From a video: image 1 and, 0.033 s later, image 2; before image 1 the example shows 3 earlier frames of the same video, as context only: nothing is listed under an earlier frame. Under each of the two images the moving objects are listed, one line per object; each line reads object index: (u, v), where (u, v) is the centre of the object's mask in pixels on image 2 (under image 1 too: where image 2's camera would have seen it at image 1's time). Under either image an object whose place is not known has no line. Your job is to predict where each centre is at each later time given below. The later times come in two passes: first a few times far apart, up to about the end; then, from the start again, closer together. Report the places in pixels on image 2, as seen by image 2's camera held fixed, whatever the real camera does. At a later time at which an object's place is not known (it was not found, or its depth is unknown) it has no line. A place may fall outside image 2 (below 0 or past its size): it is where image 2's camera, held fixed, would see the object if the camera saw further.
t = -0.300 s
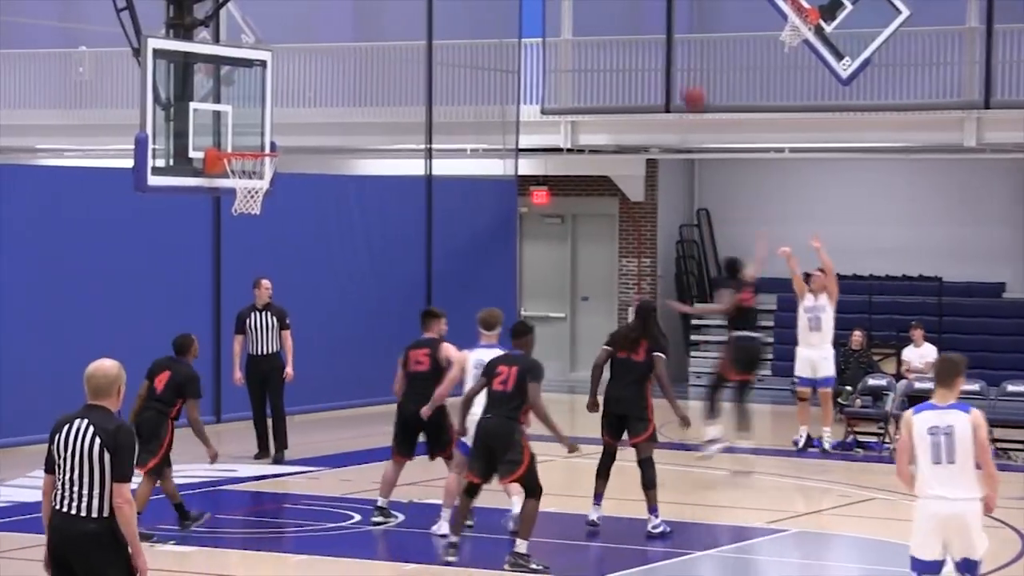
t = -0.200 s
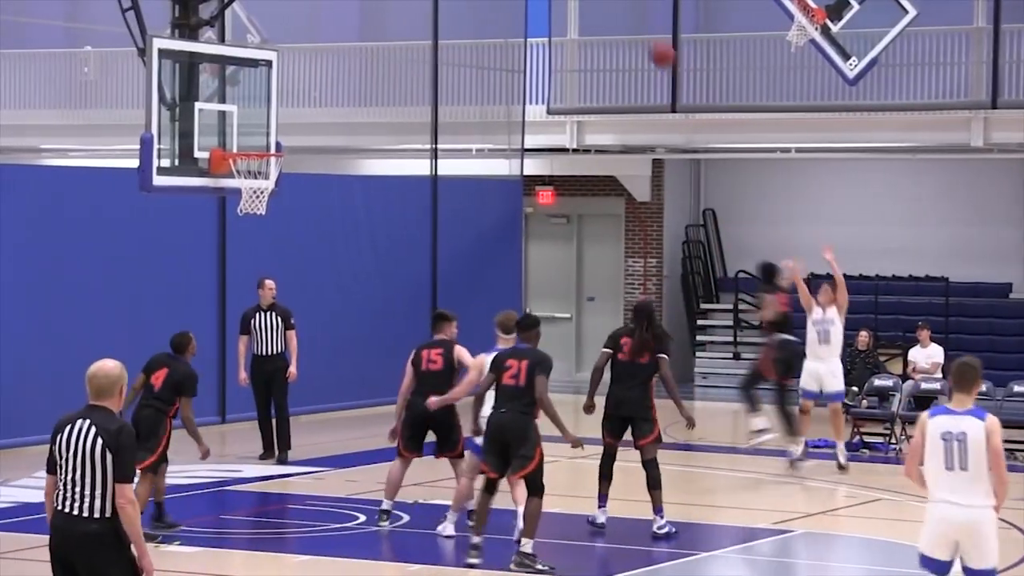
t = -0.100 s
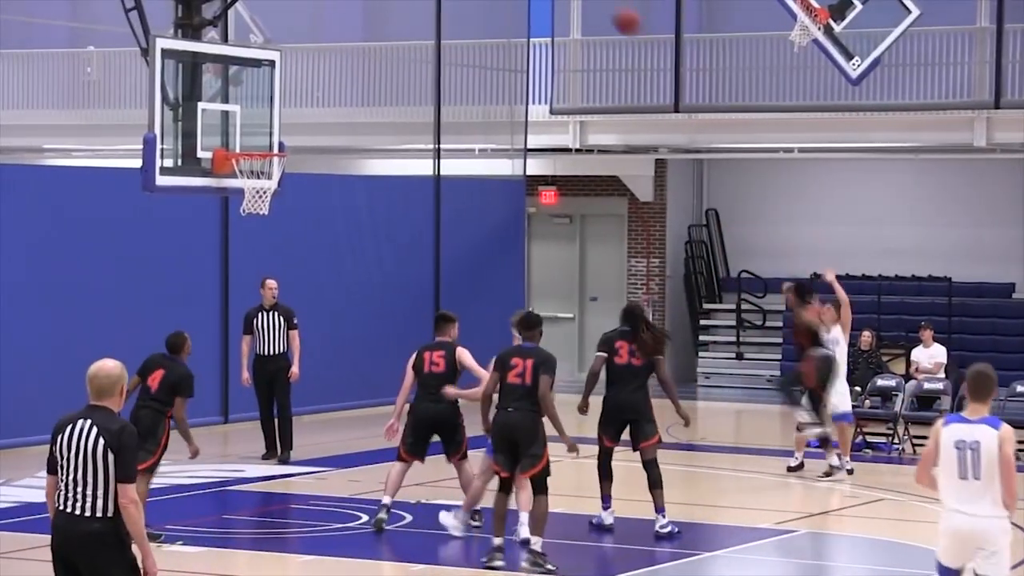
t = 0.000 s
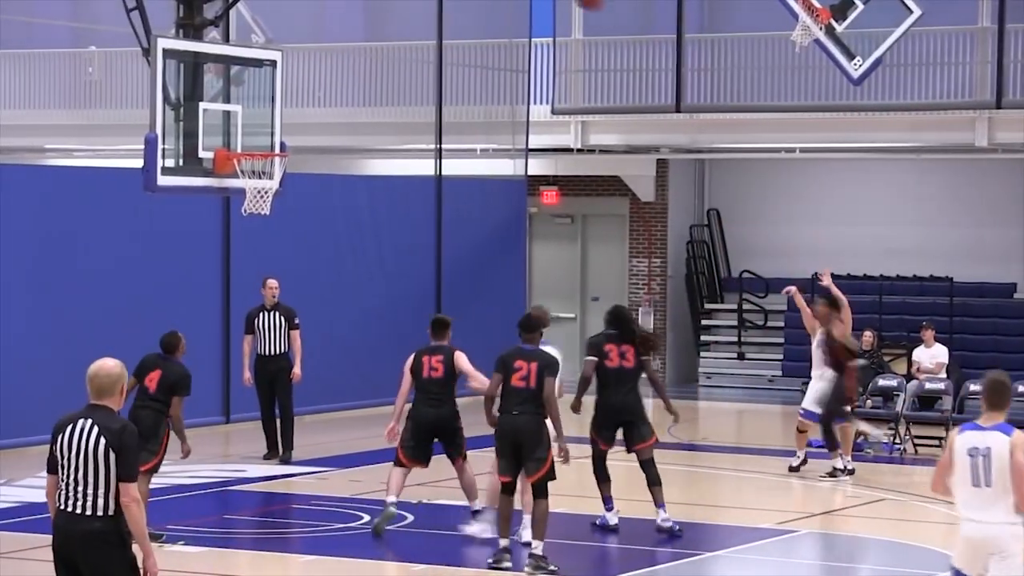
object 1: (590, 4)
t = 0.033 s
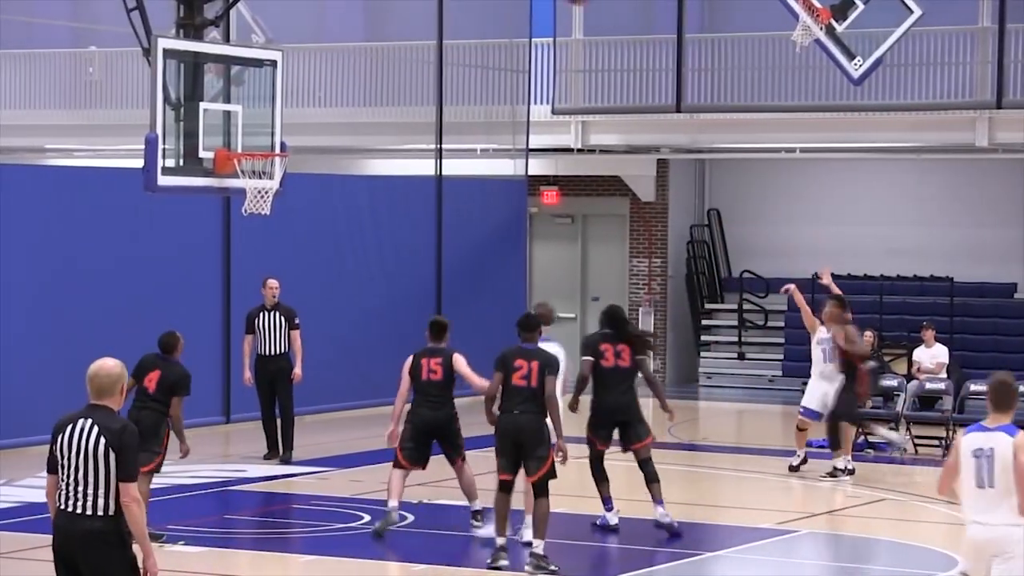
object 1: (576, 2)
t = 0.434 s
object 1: (407, 16)
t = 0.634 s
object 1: (317, 99)
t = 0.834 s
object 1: (242, 134)
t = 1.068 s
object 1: (220, 86)
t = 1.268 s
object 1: (243, 96)
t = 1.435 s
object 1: (262, 140)
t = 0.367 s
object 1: (436, 6)
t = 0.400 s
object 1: (421, 10)
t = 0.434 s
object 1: (407, 16)
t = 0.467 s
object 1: (393, 26)
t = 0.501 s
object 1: (379, 37)
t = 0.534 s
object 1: (364, 51)
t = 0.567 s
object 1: (347, 66)
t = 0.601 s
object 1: (334, 81)
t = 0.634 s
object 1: (317, 99)
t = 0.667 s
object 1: (302, 118)
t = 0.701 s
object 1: (289, 136)
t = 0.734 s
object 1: (274, 141)
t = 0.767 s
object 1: (261, 141)
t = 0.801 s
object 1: (250, 141)
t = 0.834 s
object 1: (242, 134)
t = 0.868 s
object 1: (236, 123)
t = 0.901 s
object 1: (230, 114)
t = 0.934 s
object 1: (224, 105)
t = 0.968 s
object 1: (218, 99)
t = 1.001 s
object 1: (214, 93)
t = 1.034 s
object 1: (217, 89)
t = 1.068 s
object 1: (220, 86)
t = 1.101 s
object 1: (224, 85)
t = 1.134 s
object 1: (228, 85)
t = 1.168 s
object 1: (232, 86)
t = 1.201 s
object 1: (235, 88)
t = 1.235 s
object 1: (239, 91)
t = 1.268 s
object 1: (243, 96)
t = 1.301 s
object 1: (248, 103)
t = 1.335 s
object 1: (251, 109)
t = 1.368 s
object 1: (255, 118)
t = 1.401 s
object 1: (259, 129)
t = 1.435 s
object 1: (262, 140)
